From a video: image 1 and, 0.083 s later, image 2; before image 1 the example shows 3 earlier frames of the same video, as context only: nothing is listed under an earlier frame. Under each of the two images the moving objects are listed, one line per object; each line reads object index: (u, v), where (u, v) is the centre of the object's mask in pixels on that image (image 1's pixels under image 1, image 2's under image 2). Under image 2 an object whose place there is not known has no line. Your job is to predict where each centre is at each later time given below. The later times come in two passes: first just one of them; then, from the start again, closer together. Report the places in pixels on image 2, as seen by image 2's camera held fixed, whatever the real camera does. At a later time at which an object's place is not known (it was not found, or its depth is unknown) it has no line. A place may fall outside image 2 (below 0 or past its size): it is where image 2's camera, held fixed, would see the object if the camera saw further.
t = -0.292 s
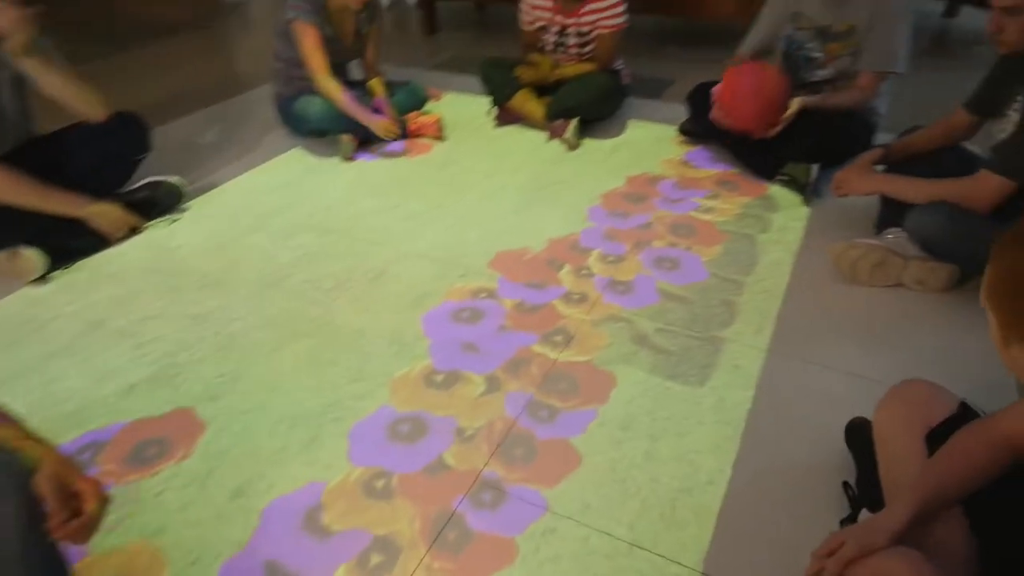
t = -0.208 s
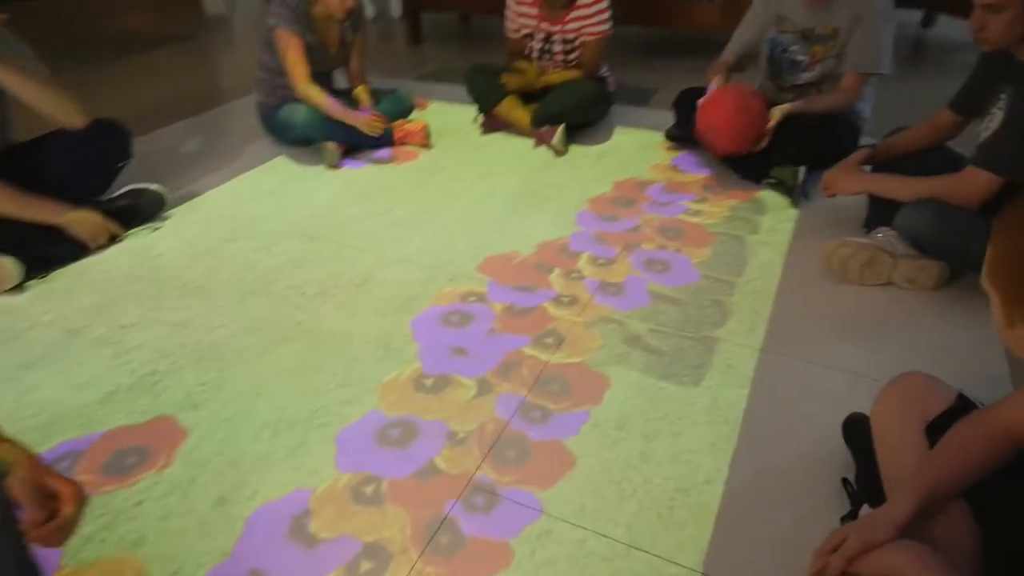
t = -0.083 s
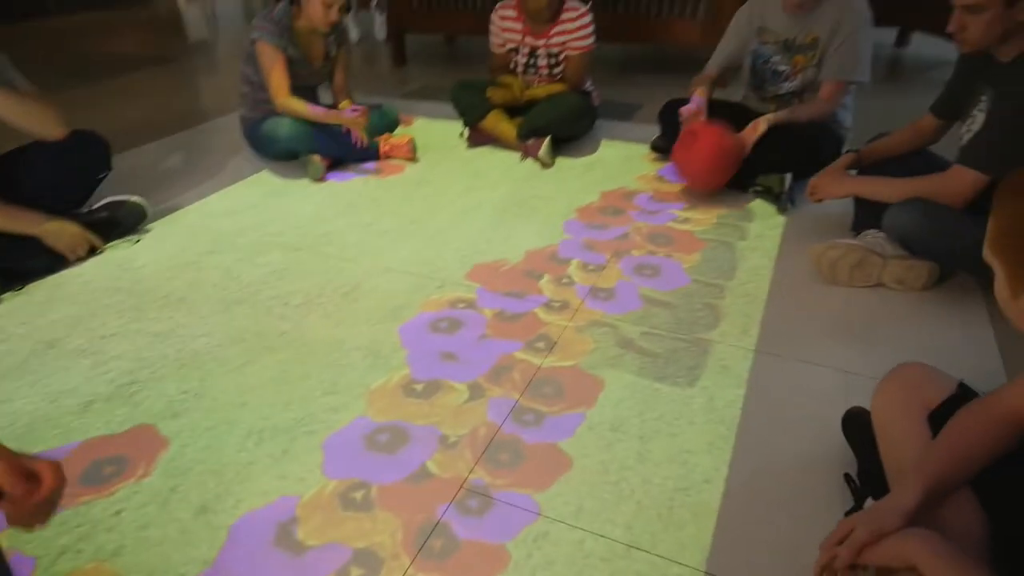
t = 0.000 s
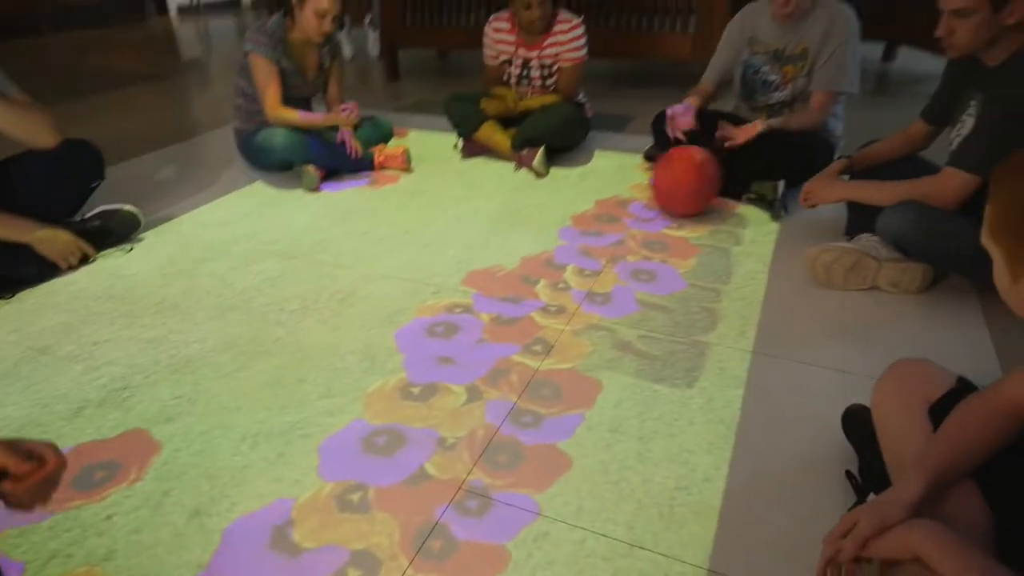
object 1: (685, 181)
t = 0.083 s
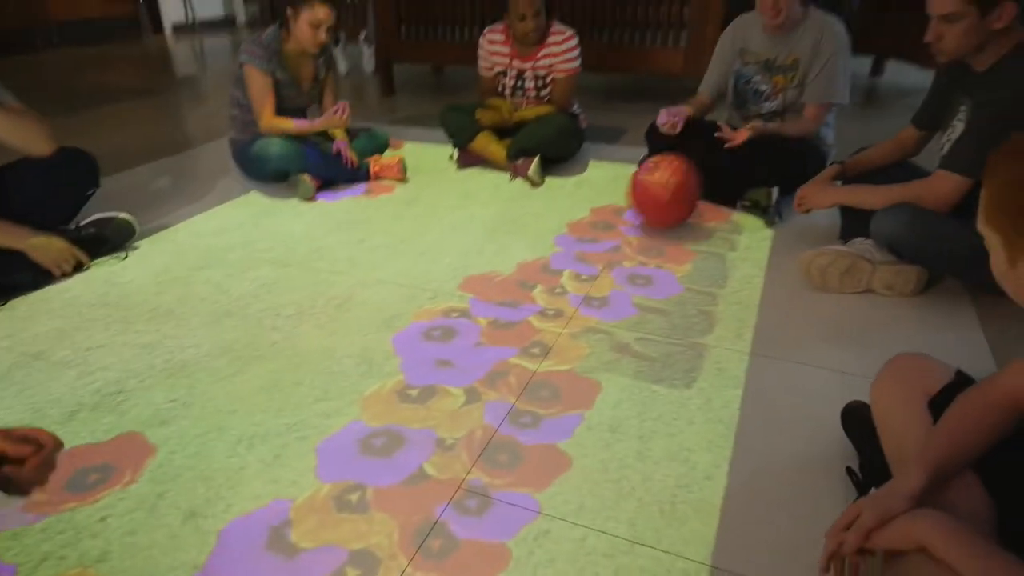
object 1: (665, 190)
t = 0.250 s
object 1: (630, 213)
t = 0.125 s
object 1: (656, 201)
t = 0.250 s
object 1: (630, 213)
